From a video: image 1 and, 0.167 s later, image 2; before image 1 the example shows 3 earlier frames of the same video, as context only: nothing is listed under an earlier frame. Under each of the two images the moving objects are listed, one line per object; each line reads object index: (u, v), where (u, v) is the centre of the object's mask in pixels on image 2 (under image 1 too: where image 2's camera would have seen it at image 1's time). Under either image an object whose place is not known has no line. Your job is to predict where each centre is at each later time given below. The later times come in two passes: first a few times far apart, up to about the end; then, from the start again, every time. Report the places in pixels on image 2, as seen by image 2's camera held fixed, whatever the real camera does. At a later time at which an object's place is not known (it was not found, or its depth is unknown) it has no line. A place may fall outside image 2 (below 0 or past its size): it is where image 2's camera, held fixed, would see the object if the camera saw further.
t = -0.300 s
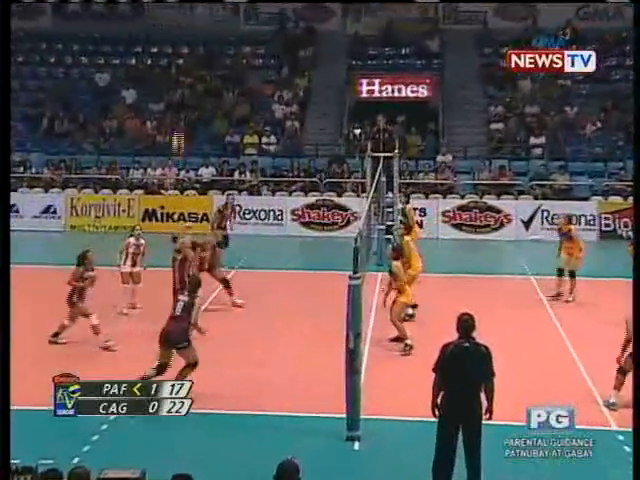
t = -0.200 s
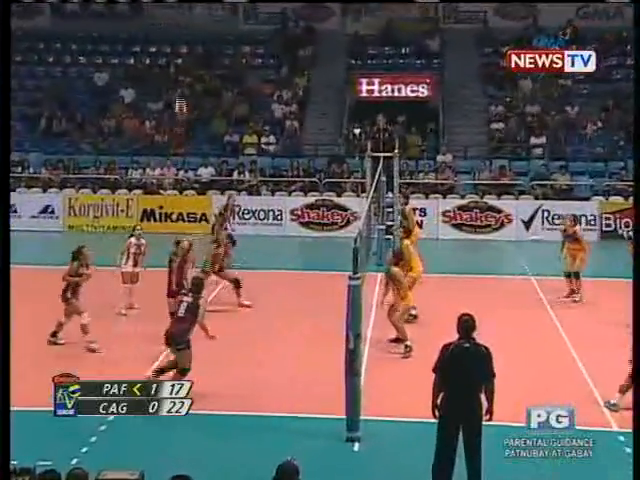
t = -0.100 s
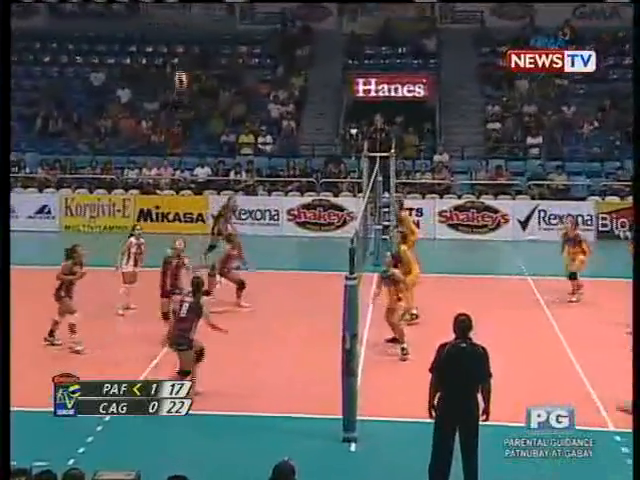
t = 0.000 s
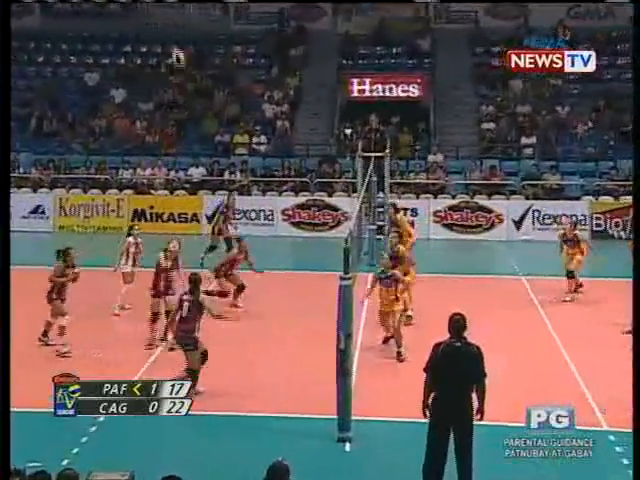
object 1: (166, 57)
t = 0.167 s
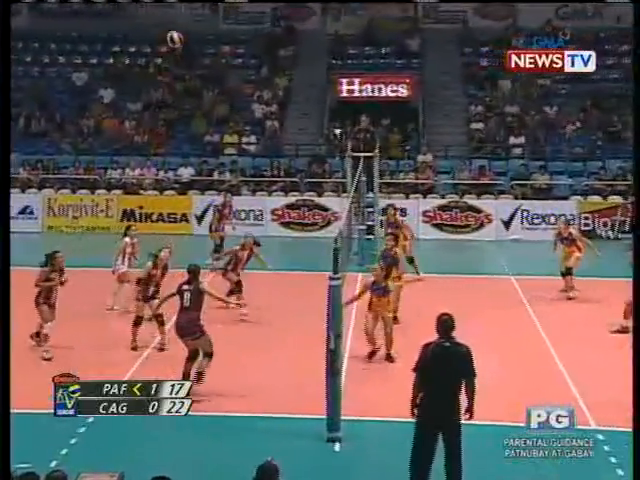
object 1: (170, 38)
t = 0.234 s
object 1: (173, 36)
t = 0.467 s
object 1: (183, 54)
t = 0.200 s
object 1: (171, 36)
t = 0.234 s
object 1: (173, 36)
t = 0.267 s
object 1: (175, 36)
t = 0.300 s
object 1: (176, 37)
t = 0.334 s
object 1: (177, 40)
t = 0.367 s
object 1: (179, 42)
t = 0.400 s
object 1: (180, 46)
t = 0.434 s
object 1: (182, 48)
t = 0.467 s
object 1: (183, 54)
